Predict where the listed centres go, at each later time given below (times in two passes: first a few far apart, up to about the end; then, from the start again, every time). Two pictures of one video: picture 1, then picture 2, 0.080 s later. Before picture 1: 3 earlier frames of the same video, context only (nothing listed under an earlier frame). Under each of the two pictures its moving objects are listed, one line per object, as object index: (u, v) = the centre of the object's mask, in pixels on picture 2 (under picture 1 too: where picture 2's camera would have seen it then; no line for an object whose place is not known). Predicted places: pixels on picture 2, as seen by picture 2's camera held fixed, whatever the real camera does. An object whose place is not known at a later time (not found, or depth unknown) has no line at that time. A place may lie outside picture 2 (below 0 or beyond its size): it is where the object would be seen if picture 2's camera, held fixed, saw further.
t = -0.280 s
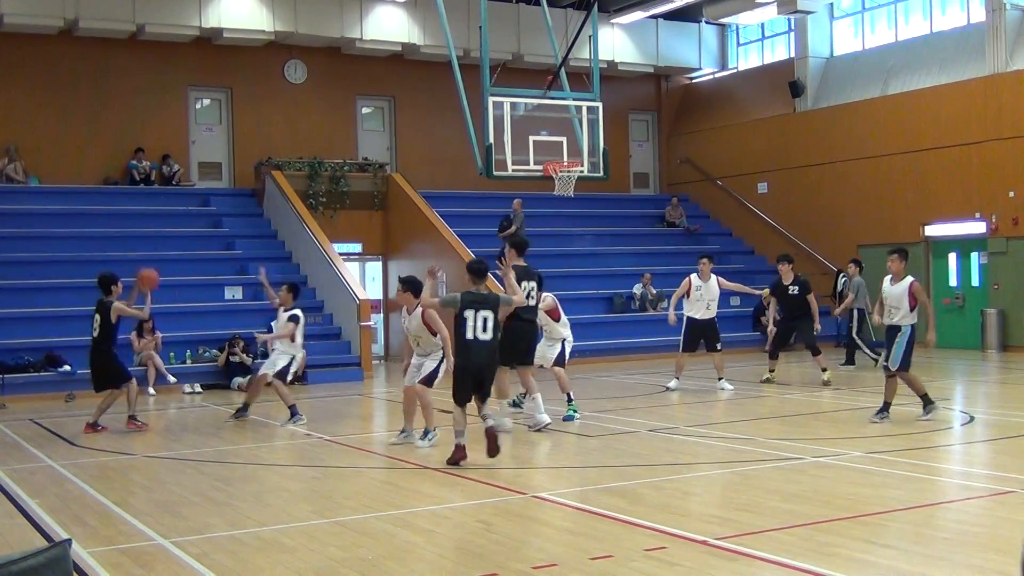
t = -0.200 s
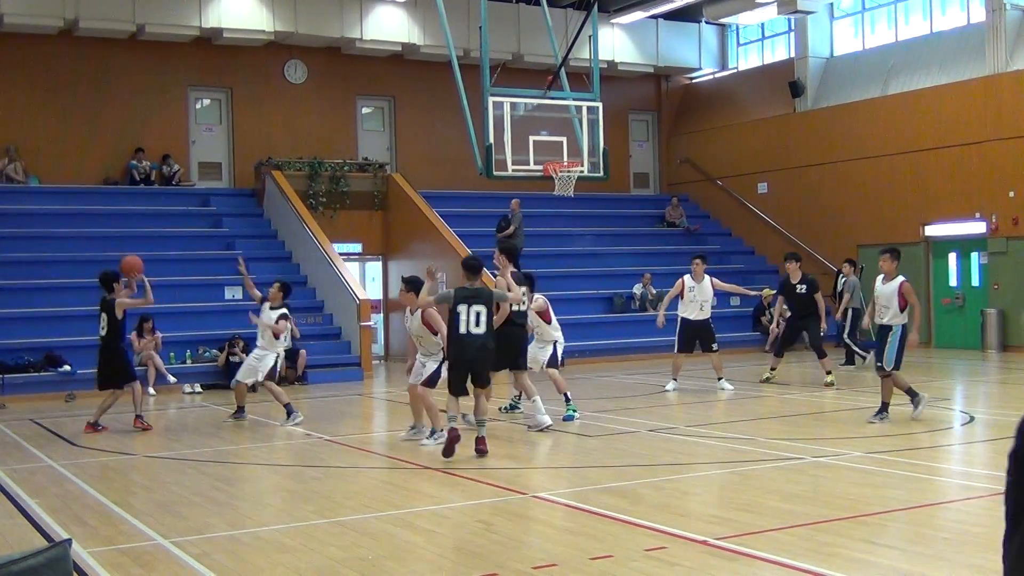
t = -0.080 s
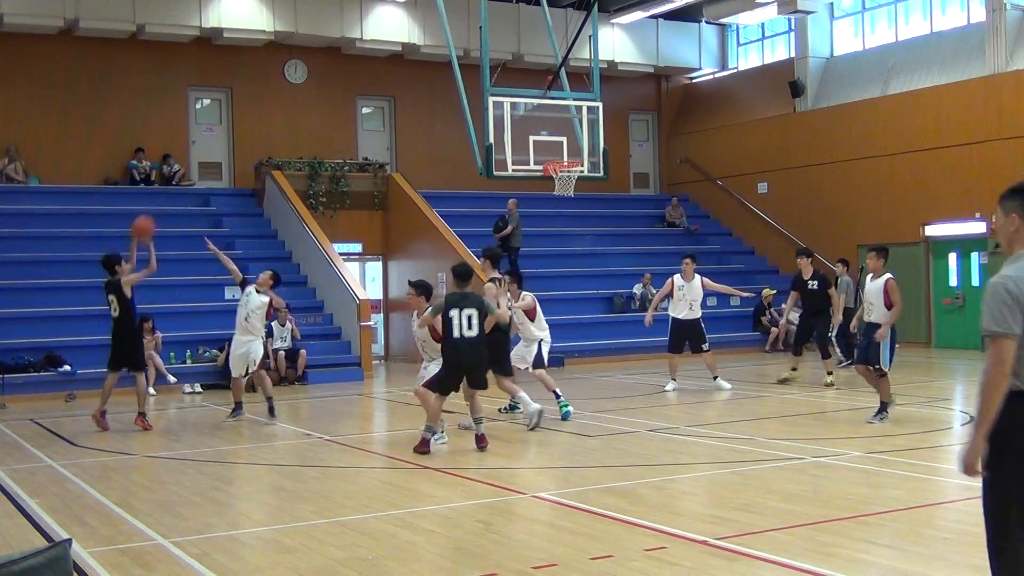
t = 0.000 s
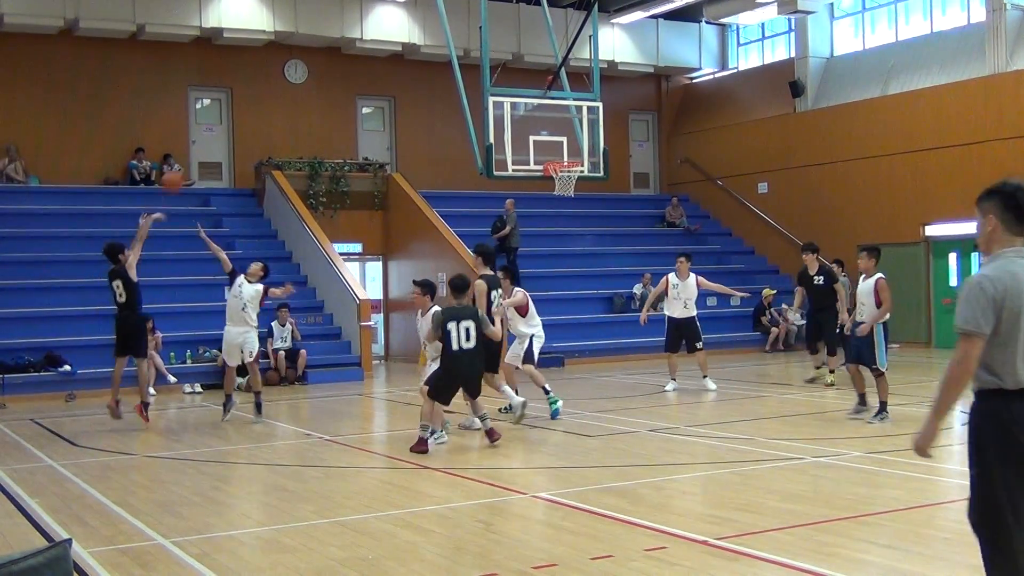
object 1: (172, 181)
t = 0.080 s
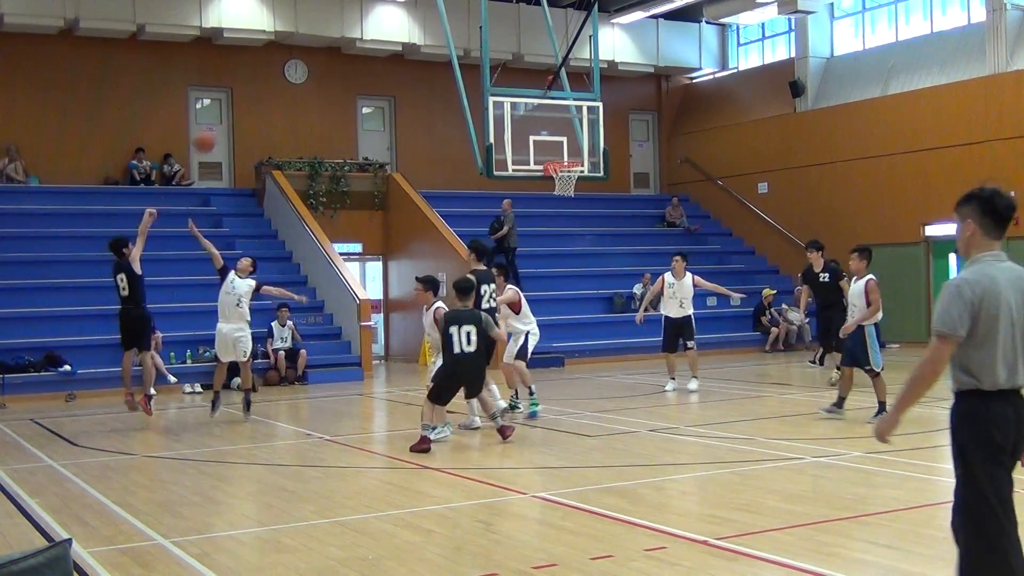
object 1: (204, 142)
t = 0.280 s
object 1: (278, 69)
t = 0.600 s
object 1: (386, 40)
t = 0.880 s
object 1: (471, 76)
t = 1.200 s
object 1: (523, 151)
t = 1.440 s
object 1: (508, 138)
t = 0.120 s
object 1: (219, 125)
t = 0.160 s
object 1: (235, 108)
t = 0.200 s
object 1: (250, 93)
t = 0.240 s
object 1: (265, 82)
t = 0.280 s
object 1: (278, 69)
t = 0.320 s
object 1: (294, 62)
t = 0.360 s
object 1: (307, 55)
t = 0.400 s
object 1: (321, 49)
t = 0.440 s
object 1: (335, 45)
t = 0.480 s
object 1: (348, 42)
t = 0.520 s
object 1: (361, 40)
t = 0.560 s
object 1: (374, 39)
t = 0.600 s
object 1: (386, 40)
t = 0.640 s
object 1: (399, 42)
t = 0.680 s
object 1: (412, 44)
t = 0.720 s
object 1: (424, 49)
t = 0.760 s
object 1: (435, 55)
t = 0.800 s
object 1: (449, 61)
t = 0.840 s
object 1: (460, 68)
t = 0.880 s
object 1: (471, 76)
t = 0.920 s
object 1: (483, 85)
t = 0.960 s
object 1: (493, 96)
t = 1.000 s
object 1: (504, 110)
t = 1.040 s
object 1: (516, 122)
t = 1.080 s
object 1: (525, 135)
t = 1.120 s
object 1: (537, 152)
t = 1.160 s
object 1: (537, 157)
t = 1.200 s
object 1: (523, 151)
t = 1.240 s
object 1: (521, 146)
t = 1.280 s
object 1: (519, 142)
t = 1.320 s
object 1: (515, 139)
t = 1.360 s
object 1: (513, 138)
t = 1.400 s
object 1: (511, 138)
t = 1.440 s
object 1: (508, 138)
